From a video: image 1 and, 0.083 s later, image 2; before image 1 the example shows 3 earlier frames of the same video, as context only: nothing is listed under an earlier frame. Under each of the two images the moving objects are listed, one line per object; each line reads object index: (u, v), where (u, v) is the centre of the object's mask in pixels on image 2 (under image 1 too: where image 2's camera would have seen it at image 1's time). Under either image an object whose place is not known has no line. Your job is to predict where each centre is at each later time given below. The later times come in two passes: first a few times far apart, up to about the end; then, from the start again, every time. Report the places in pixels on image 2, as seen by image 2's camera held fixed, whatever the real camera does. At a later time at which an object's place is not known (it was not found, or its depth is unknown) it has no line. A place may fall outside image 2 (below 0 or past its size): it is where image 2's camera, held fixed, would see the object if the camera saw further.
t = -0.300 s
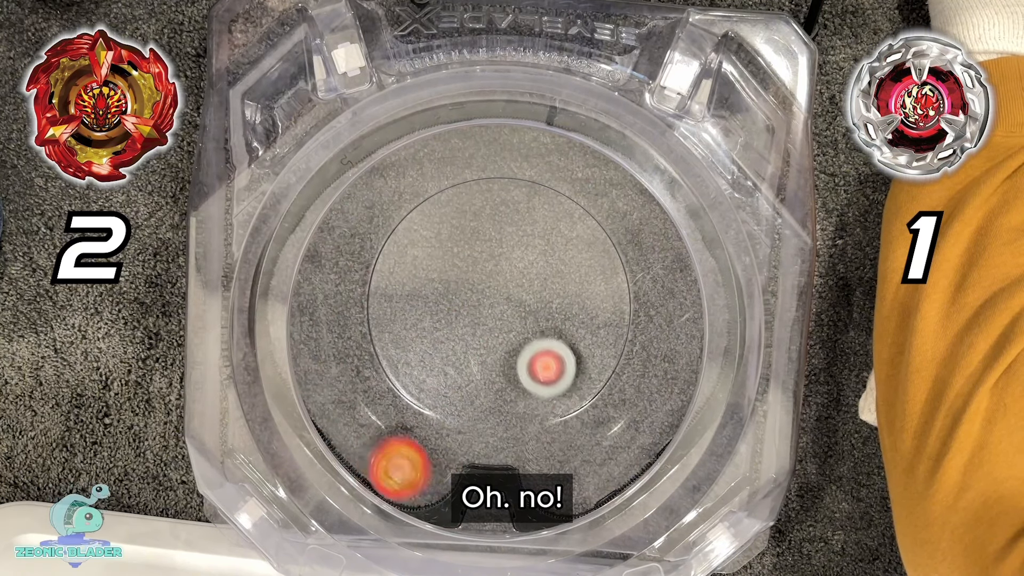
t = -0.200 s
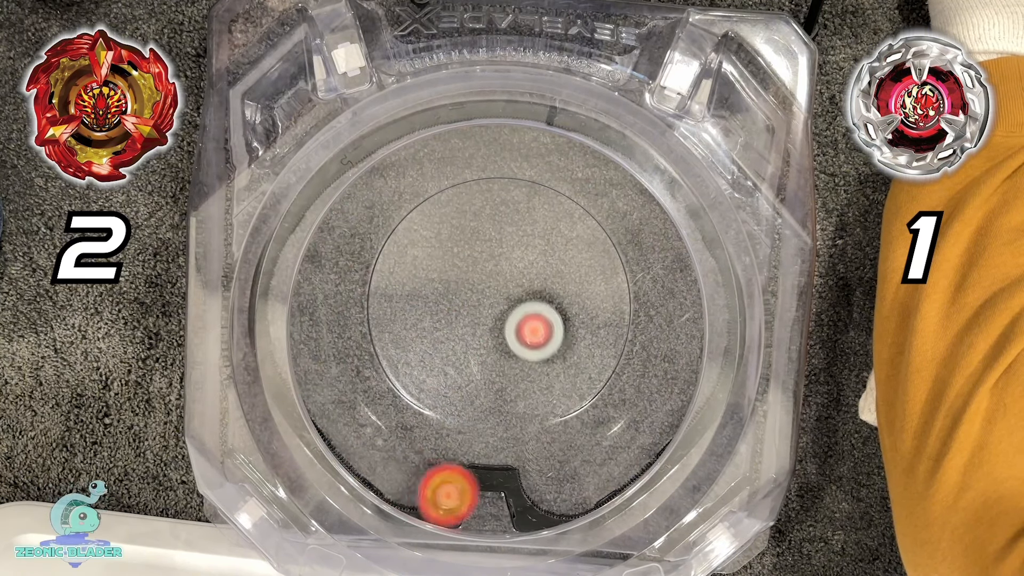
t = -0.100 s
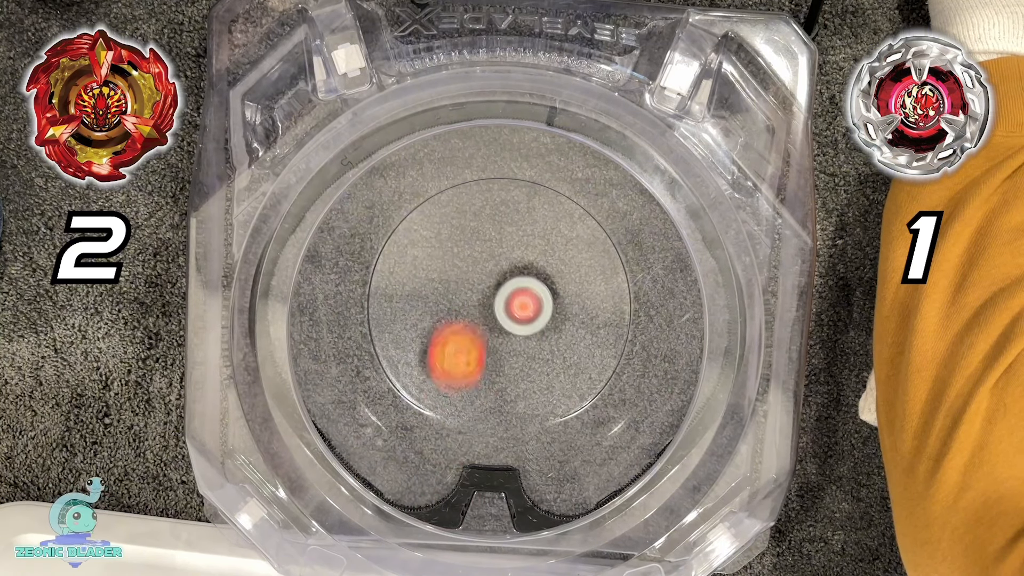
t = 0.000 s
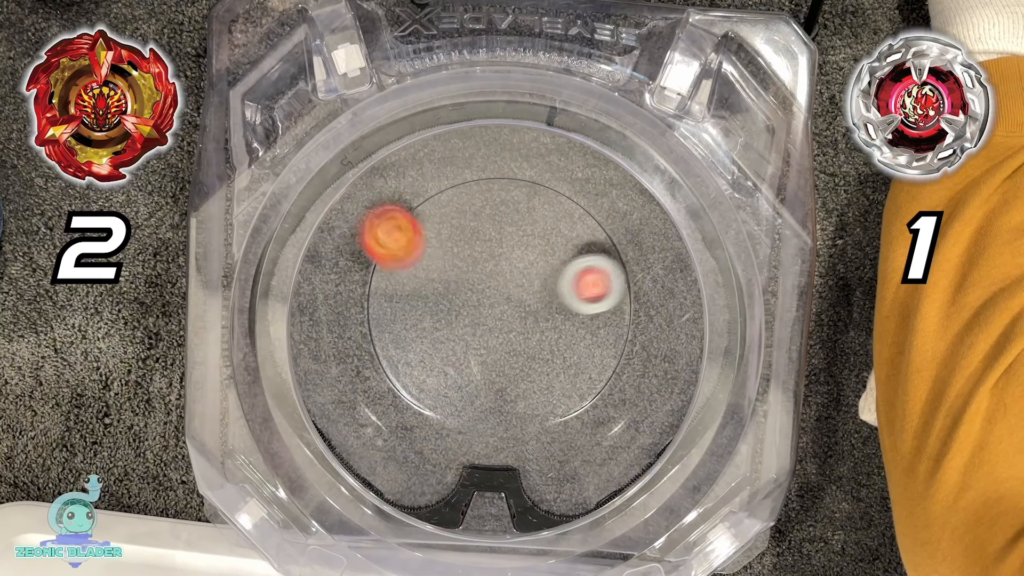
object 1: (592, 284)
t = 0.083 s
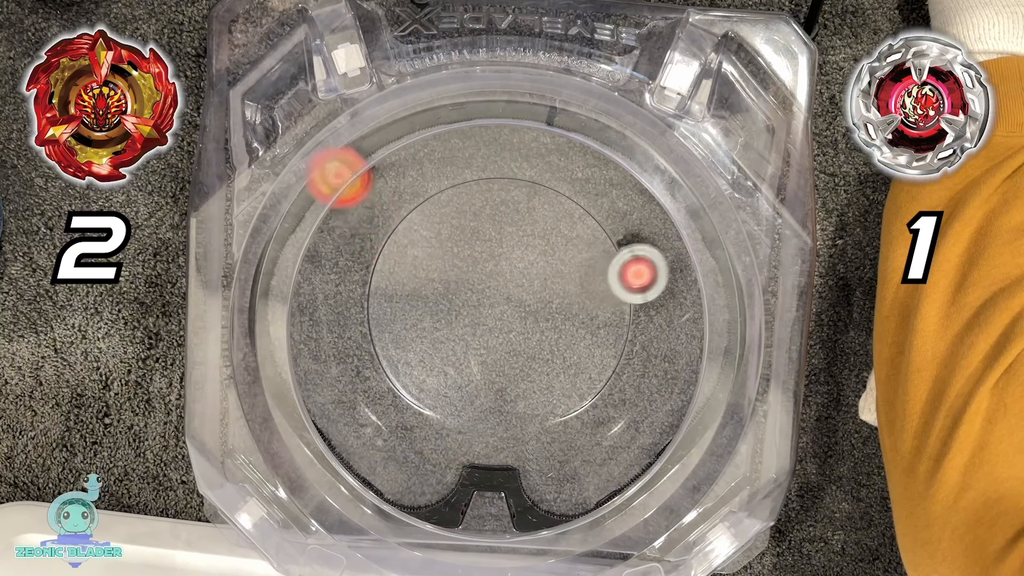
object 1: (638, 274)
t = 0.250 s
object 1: (651, 266)
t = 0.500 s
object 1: (633, 258)
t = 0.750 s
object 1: (585, 265)
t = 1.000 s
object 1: (522, 290)
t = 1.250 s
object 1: (506, 328)
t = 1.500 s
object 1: (505, 360)
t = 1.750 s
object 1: (512, 374)
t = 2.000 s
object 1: (508, 361)
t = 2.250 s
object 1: (460, 407)
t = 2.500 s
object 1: (465, 424)
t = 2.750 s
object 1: (488, 435)
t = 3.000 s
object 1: (492, 397)
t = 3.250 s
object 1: (512, 432)
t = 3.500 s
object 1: (632, 336)
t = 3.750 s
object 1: (562, 383)
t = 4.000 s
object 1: (389, 261)
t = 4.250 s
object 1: (418, 269)
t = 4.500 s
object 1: (479, 297)
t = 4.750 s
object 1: (500, 295)
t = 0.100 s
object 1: (642, 272)
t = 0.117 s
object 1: (645, 271)
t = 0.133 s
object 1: (648, 270)
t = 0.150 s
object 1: (649, 269)
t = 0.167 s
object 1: (651, 269)
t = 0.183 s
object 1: (651, 269)
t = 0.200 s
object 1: (652, 268)
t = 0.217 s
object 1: (652, 267)
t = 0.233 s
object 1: (651, 266)
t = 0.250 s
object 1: (651, 266)
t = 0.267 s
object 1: (650, 265)
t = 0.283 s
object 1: (649, 264)
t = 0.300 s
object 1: (648, 263)
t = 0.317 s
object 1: (647, 262)
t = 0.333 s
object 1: (646, 262)
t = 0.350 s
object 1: (645, 261)
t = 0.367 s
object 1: (644, 261)
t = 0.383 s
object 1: (642, 260)
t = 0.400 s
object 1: (641, 260)
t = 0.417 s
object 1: (640, 259)
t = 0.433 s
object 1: (639, 259)
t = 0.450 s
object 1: (638, 259)
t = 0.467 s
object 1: (636, 259)
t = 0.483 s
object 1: (635, 258)
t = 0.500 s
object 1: (633, 258)
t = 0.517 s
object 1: (632, 258)
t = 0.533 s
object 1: (630, 258)
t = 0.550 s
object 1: (628, 258)
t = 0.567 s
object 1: (626, 258)
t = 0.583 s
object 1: (624, 259)
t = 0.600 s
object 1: (623, 259)
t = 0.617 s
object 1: (620, 259)
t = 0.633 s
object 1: (617, 259)
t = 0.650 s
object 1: (613, 260)
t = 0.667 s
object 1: (609, 260)
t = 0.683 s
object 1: (604, 261)
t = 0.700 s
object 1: (600, 262)
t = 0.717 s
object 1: (595, 263)
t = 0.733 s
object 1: (590, 264)
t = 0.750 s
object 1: (585, 265)
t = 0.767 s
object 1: (580, 266)
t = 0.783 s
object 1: (575, 267)
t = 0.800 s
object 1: (570, 268)
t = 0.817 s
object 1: (565, 270)
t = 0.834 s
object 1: (560, 271)
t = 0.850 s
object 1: (555, 273)
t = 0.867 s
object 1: (551, 274)
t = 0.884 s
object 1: (546, 276)
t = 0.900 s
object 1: (542, 278)
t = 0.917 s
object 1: (538, 279)
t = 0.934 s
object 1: (535, 281)
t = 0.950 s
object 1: (531, 283)
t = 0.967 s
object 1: (528, 285)
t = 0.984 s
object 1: (525, 287)
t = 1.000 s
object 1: (522, 290)
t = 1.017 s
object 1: (520, 292)
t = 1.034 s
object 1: (518, 294)
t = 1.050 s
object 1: (516, 297)
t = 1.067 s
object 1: (514, 299)
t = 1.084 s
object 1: (513, 301)
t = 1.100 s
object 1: (511, 304)
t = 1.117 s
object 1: (510, 306)
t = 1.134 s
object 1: (509, 309)
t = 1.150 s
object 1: (509, 312)
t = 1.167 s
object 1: (508, 315)
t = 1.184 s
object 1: (508, 317)
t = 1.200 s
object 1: (507, 320)
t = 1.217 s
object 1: (507, 323)
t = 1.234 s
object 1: (506, 325)
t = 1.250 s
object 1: (506, 328)
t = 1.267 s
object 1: (506, 330)
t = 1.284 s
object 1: (506, 333)
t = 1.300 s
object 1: (506, 335)
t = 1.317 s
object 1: (506, 338)
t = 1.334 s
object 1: (506, 340)
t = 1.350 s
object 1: (506, 343)
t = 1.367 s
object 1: (506, 345)
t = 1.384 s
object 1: (506, 347)
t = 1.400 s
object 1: (506, 349)
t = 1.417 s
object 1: (506, 351)
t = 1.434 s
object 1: (506, 353)
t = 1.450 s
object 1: (506, 355)
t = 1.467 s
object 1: (505, 357)
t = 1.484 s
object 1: (505, 358)
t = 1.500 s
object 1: (505, 360)
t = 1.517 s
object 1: (505, 362)
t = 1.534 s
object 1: (505, 363)
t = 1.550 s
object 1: (506, 365)
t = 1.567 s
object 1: (506, 366)
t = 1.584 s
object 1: (506, 368)
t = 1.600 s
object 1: (506, 369)
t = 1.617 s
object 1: (507, 370)
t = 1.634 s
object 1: (508, 371)
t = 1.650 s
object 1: (508, 372)
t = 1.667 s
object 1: (509, 373)
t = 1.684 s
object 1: (510, 374)
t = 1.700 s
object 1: (510, 374)
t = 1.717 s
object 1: (511, 374)
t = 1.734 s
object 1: (511, 374)
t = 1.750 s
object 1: (512, 374)
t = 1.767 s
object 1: (512, 373)
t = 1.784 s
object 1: (512, 373)
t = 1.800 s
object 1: (513, 372)
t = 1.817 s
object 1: (513, 371)
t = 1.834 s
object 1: (513, 370)
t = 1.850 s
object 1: (513, 369)
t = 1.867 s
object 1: (513, 368)
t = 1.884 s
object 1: (512, 367)
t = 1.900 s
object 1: (512, 366)
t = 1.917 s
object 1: (512, 364)
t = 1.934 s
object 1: (511, 363)
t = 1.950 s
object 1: (511, 363)
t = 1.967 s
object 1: (510, 362)
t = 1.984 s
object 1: (509, 361)
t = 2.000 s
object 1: (508, 361)
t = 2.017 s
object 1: (507, 361)
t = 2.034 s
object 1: (506, 360)
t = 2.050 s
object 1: (504, 360)
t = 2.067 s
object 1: (502, 359)
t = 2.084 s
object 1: (499, 358)
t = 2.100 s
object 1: (497, 357)
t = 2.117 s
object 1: (495, 356)
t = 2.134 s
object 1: (491, 357)
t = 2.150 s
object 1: (486, 367)
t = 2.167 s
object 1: (480, 377)
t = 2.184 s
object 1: (474, 386)
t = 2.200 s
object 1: (469, 393)
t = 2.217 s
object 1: (465, 399)
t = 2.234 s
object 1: (462, 404)
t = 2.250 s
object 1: (460, 407)
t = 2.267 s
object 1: (458, 409)
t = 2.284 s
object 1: (457, 410)
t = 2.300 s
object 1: (457, 411)
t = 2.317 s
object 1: (456, 411)
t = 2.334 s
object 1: (456, 411)
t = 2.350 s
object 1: (456, 411)
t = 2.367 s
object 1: (457, 410)
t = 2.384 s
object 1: (457, 410)
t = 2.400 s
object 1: (457, 409)
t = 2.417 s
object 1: (458, 408)
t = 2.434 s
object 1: (458, 407)
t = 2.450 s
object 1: (459, 406)
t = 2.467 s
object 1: (459, 405)
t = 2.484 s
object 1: (461, 411)
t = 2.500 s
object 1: (465, 424)
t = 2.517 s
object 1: (468, 435)
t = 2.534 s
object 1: (471, 445)
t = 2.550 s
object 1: (473, 453)
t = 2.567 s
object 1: (475, 459)
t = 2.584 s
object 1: (477, 464)
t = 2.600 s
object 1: (478, 464)
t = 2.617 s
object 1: (480, 461)
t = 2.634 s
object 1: (482, 457)
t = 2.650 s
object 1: (483, 453)
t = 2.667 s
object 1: (485, 450)
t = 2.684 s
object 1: (486, 446)
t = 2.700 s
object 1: (487, 443)
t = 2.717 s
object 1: (487, 440)
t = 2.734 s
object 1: (488, 438)
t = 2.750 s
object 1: (488, 435)
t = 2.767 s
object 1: (489, 432)
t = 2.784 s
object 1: (489, 430)
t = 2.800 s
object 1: (489, 428)
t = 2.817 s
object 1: (490, 425)
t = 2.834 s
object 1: (490, 423)
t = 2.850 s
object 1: (490, 421)
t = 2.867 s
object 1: (490, 419)
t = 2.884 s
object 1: (490, 416)
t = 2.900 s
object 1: (490, 414)
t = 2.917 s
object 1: (491, 411)
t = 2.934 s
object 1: (491, 409)
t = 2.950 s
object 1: (491, 406)
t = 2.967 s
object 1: (491, 403)
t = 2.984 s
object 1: (491, 400)
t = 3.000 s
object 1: (492, 397)
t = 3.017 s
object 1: (492, 395)
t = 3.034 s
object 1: (492, 392)
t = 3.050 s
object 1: (492, 389)
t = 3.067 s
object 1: (492, 386)
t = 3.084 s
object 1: (492, 383)
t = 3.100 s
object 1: (492, 381)
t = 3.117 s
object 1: (491, 378)
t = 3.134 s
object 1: (491, 376)
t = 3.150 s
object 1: (491, 377)
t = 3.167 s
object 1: (494, 406)
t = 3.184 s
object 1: (497, 439)
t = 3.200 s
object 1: (500, 466)
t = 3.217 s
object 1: (504, 463)
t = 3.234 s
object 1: (508, 448)
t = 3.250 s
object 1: (512, 432)
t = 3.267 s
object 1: (516, 414)
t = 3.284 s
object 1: (521, 397)
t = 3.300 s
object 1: (524, 379)
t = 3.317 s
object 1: (528, 359)
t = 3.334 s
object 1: (531, 342)
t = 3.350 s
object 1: (534, 324)
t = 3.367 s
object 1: (537, 305)
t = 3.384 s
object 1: (539, 288)
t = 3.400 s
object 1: (540, 271)
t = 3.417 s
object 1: (541, 253)
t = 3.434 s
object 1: (542, 237)
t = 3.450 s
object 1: (546, 232)
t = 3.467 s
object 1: (573, 262)
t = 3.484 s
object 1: (603, 299)
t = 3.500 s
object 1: (632, 336)
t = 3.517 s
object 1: (660, 372)
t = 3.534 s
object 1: (690, 409)
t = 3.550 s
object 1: (719, 446)
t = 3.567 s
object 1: (740, 476)
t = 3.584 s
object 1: (730, 480)
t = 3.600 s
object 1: (714, 473)
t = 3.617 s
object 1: (694, 461)
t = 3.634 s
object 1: (676, 452)
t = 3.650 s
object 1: (658, 441)
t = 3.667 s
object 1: (639, 429)
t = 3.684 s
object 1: (624, 420)
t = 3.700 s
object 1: (610, 413)
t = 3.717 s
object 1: (595, 404)
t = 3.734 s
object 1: (578, 394)
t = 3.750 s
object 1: (562, 383)
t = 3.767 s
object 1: (546, 373)
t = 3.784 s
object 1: (531, 363)
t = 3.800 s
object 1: (516, 353)
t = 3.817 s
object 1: (502, 343)
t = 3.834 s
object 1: (488, 334)
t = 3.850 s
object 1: (474, 324)
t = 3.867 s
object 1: (461, 315)
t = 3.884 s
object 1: (449, 306)
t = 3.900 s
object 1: (437, 298)
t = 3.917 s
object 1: (427, 290)
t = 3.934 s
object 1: (418, 283)
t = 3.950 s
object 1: (409, 276)
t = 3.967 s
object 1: (402, 271)
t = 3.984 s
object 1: (395, 266)
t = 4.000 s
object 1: (389, 261)
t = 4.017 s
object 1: (385, 258)
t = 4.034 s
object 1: (382, 255)
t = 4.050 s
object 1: (380, 253)
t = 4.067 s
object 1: (380, 253)
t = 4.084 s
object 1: (381, 252)
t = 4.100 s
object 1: (383, 253)
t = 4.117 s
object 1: (386, 254)
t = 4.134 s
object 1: (390, 255)
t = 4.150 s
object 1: (394, 257)
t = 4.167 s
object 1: (397, 259)
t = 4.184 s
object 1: (401, 261)
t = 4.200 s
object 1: (405, 263)
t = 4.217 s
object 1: (409, 265)
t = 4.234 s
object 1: (413, 267)
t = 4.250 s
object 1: (418, 269)
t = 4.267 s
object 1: (423, 271)
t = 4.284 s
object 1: (427, 273)
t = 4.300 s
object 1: (432, 276)
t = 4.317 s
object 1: (436, 278)
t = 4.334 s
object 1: (441, 280)
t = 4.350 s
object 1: (445, 282)
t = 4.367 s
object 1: (449, 284)
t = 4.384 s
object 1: (453, 286)
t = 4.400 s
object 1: (457, 288)
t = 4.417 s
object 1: (461, 290)
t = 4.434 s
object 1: (465, 291)
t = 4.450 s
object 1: (469, 293)
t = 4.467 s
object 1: (473, 295)
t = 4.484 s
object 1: (476, 296)
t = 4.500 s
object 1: (479, 297)
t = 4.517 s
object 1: (482, 298)
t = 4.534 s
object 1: (485, 299)
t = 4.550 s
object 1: (488, 300)
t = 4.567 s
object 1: (490, 301)
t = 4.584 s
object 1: (492, 301)
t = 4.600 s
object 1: (493, 301)
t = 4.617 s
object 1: (495, 301)
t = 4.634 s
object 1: (496, 301)
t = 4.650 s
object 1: (497, 300)
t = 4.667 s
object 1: (497, 299)
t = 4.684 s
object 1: (498, 298)
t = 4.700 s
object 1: (498, 297)
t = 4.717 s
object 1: (499, 296)
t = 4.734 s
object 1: (499, 295)
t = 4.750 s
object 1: (500, 295)
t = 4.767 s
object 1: (500, 294)
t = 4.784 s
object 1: (501, 293)
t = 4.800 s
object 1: (501, 292)
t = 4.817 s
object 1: (502, 292)
